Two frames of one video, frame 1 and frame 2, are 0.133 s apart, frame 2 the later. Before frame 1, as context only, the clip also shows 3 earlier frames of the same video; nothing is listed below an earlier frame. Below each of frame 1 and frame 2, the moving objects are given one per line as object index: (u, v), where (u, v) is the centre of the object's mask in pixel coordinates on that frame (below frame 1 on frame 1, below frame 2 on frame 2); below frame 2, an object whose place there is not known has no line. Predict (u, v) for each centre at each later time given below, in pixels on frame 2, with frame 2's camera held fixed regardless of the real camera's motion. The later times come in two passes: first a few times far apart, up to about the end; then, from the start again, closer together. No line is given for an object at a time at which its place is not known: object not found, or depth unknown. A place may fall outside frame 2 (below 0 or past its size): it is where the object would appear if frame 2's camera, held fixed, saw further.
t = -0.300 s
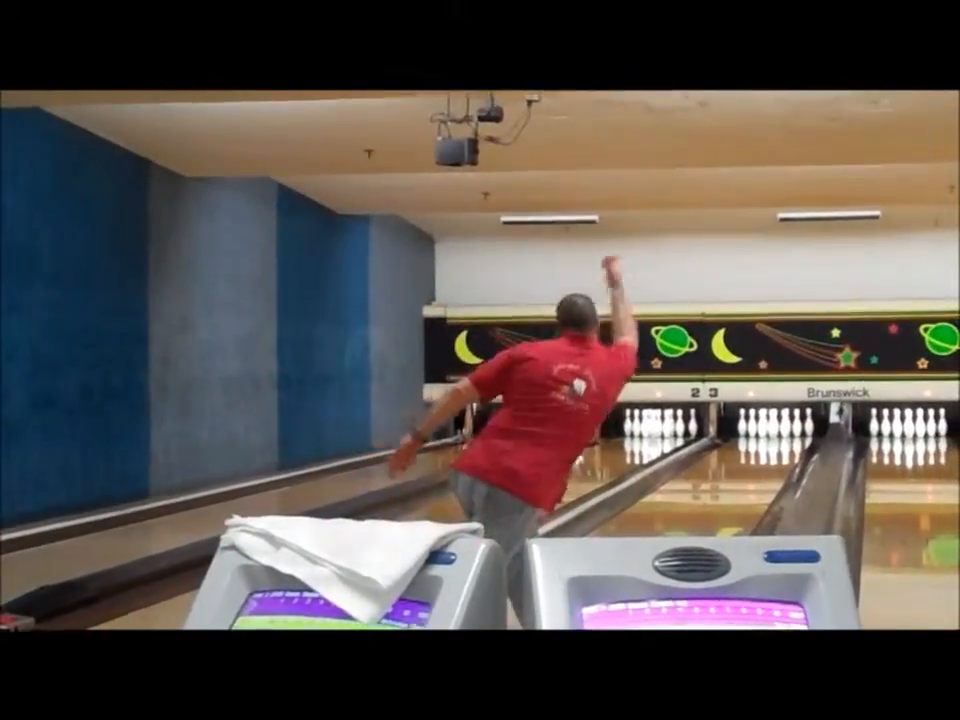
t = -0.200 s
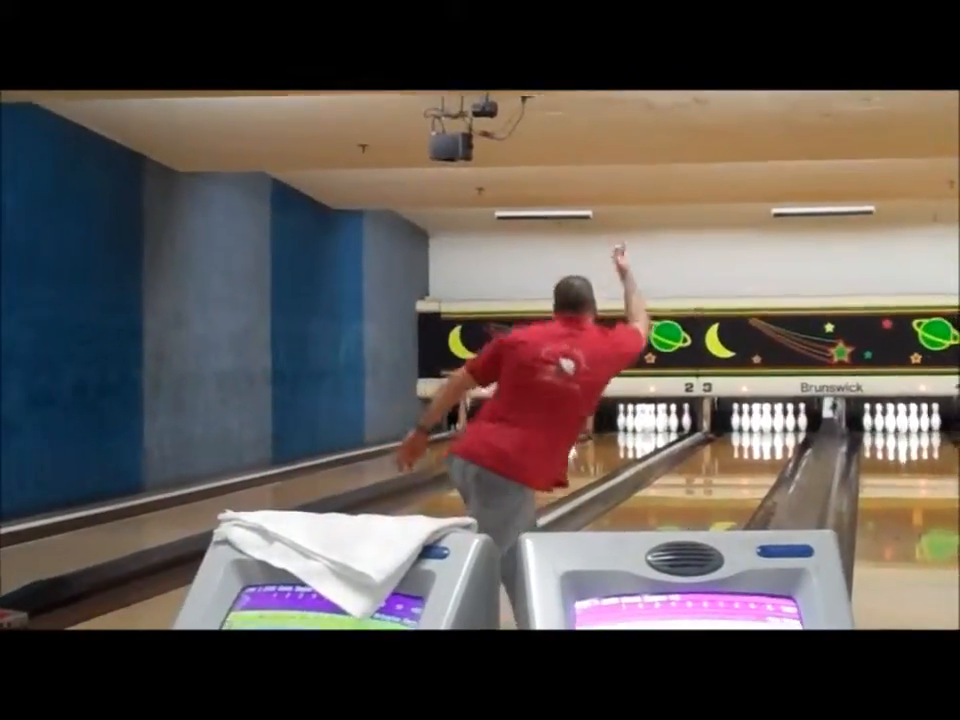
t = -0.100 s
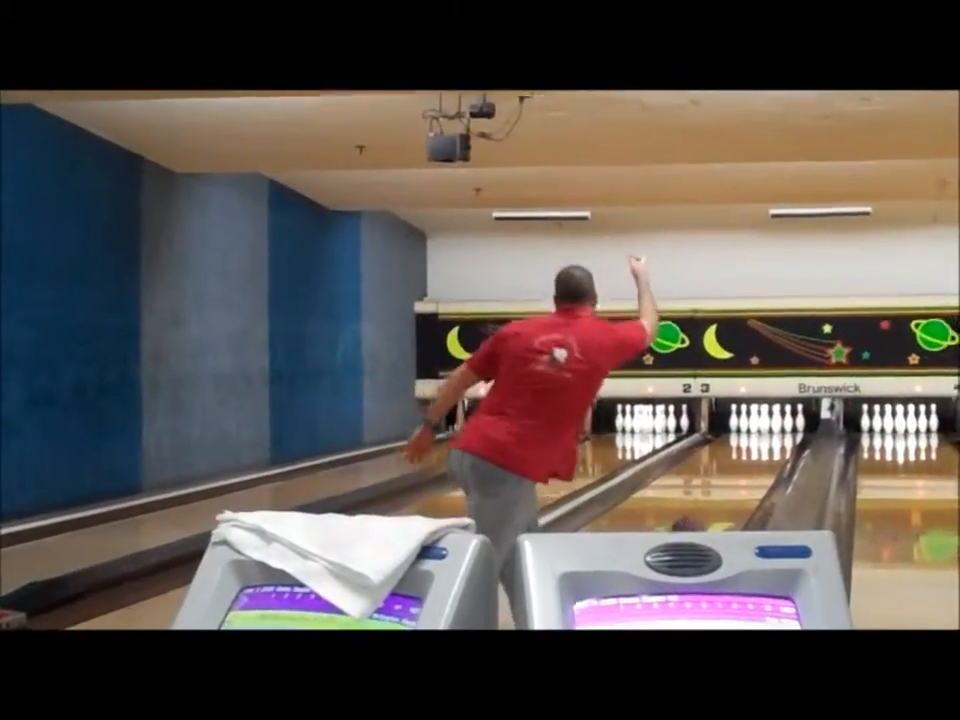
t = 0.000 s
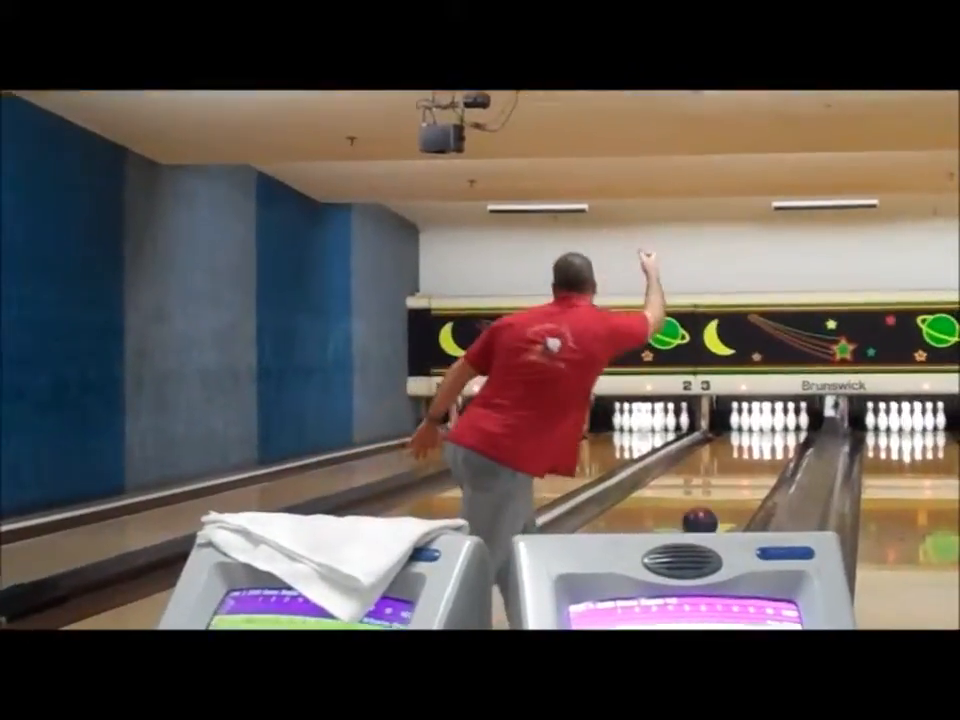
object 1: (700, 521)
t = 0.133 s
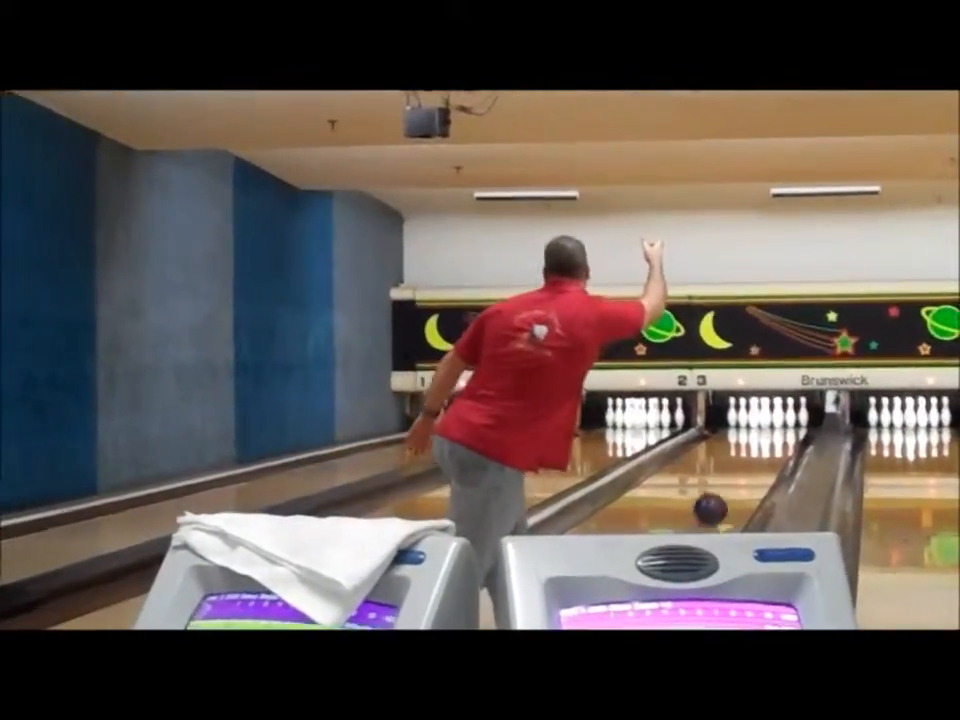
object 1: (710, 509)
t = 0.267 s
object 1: (722, 496)
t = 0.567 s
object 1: (746, 476)
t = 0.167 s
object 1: (714, 506)
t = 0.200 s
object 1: (717, 503)
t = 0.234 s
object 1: (720, 500)
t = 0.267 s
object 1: (722, 496)
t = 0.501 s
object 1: (742, 479)
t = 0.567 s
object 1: (746, 476)
